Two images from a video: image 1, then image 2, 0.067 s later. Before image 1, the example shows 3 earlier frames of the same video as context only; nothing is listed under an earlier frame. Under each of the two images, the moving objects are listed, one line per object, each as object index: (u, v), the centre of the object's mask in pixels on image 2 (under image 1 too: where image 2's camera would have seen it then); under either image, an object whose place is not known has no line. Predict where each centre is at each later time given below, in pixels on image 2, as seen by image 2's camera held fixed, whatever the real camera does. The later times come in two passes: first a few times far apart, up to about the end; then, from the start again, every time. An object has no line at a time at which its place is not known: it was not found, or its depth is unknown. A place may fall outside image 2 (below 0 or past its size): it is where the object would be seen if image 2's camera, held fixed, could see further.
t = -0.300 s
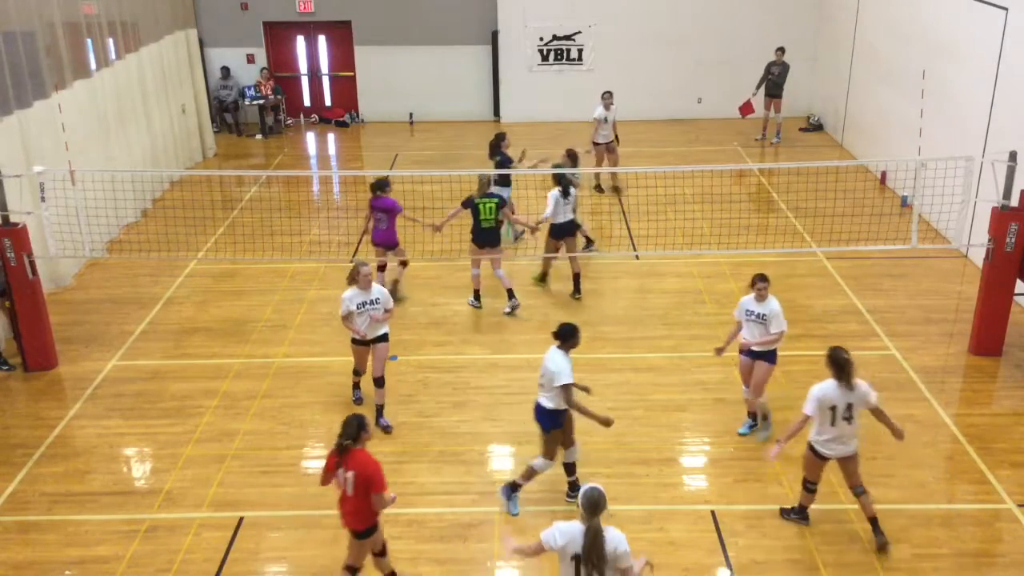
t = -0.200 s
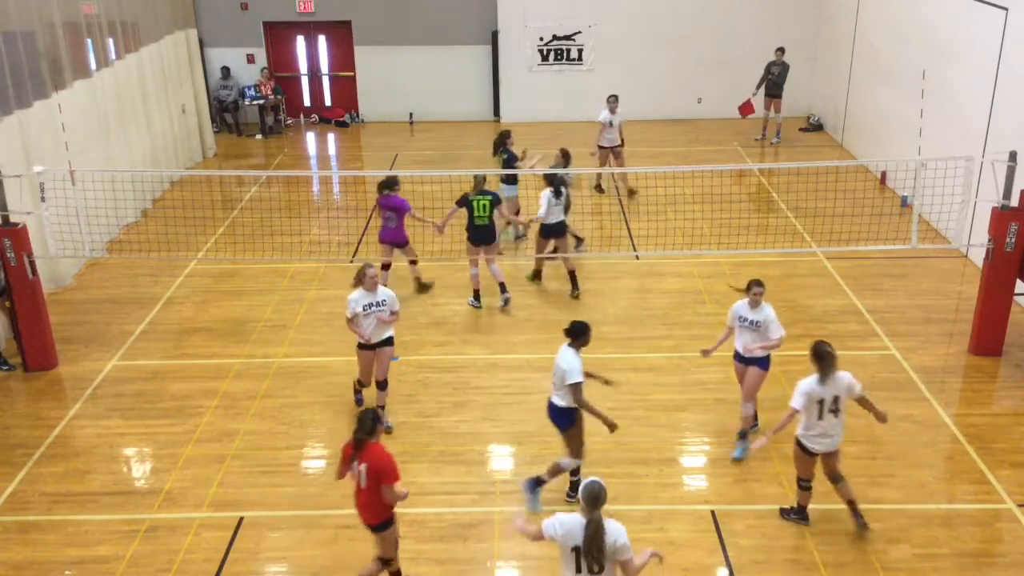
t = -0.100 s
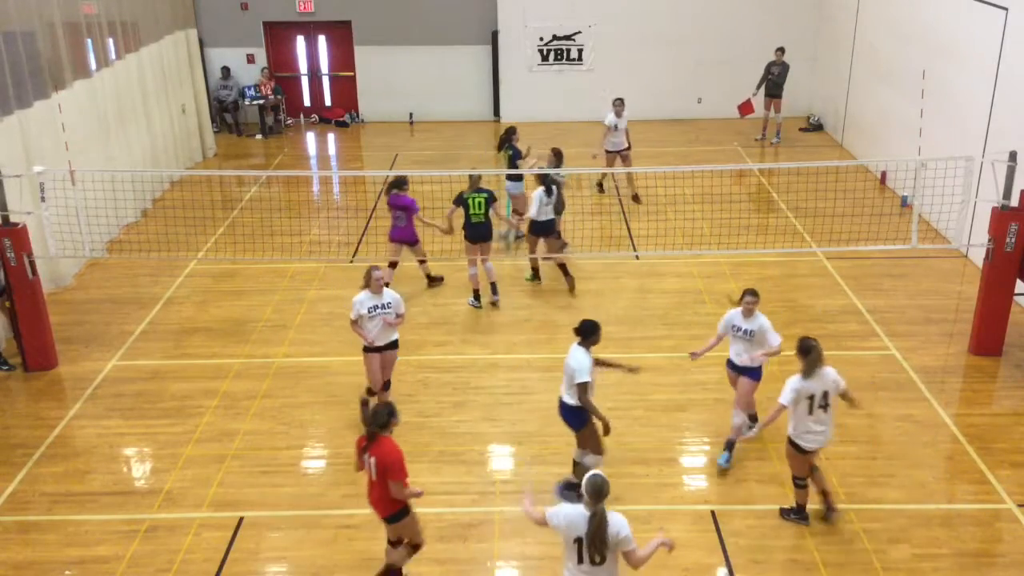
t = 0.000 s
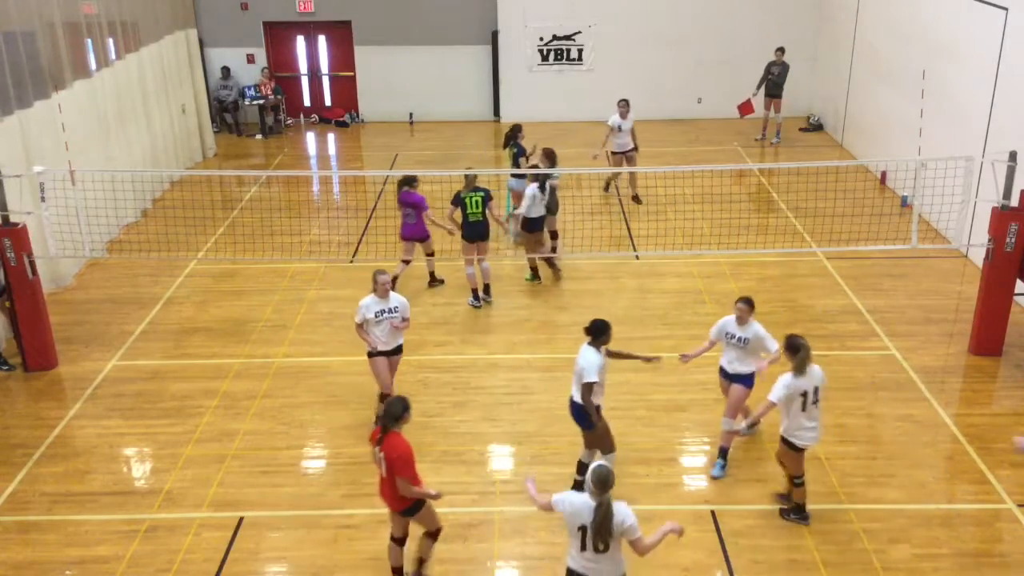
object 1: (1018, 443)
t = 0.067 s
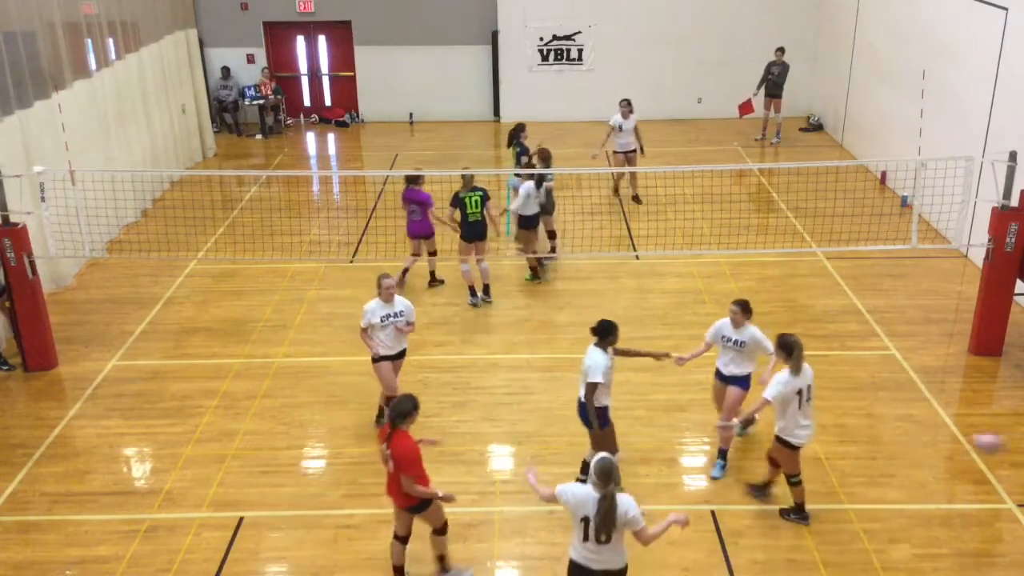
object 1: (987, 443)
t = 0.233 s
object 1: (915, 415)
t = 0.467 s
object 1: (863, 343)
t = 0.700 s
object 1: (811, 325)
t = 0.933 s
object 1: (764, 344)
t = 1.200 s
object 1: (720, 282)
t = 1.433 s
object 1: (684, 277)
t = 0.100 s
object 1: (968, 444)
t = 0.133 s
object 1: (948, 445)
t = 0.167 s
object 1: (932, 447)
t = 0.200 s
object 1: (922, 429)
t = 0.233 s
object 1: (915, 415)
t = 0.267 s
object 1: (907, 401)
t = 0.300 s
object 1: (900, 389)
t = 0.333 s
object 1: (893, 379)
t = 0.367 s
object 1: (885, 368)
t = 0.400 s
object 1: (879, 358)
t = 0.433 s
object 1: (870, 350)
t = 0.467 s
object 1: (863, 343)
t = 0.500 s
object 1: (857, 337)
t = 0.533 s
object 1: (848, 333)
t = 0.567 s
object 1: (841, 329)
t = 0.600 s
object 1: (834, 326)
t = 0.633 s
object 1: (827, 325)
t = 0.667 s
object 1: (818, 324)
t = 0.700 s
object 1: (811, 325)
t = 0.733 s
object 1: (804, 325)
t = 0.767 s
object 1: (797, 327)
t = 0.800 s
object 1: (791, 330)
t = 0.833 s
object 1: (783, 334)
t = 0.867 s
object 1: (776, 339)
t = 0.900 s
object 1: (770, 346)
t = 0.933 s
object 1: (764, 344)
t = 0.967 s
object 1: (757, 330)
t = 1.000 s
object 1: (754, 322)
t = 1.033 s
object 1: (747, 313)
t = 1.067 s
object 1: (741, 304)
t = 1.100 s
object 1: (736, 299)
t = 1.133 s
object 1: (731, 292)
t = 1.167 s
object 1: (725, 287)
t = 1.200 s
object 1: (720, 282)
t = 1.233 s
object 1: (714, 279)
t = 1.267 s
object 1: (708, 277)
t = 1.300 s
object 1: (704, 276)
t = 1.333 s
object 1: (698, 276)
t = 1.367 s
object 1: (694, 276)
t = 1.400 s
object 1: (689, 276)
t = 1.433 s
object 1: (684, 277)
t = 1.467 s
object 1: (679, 281)
